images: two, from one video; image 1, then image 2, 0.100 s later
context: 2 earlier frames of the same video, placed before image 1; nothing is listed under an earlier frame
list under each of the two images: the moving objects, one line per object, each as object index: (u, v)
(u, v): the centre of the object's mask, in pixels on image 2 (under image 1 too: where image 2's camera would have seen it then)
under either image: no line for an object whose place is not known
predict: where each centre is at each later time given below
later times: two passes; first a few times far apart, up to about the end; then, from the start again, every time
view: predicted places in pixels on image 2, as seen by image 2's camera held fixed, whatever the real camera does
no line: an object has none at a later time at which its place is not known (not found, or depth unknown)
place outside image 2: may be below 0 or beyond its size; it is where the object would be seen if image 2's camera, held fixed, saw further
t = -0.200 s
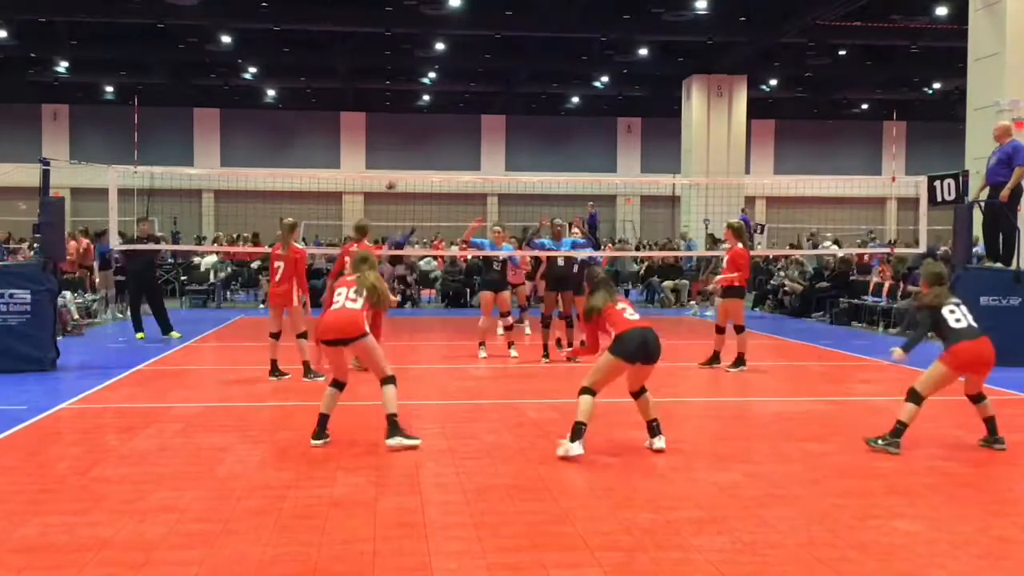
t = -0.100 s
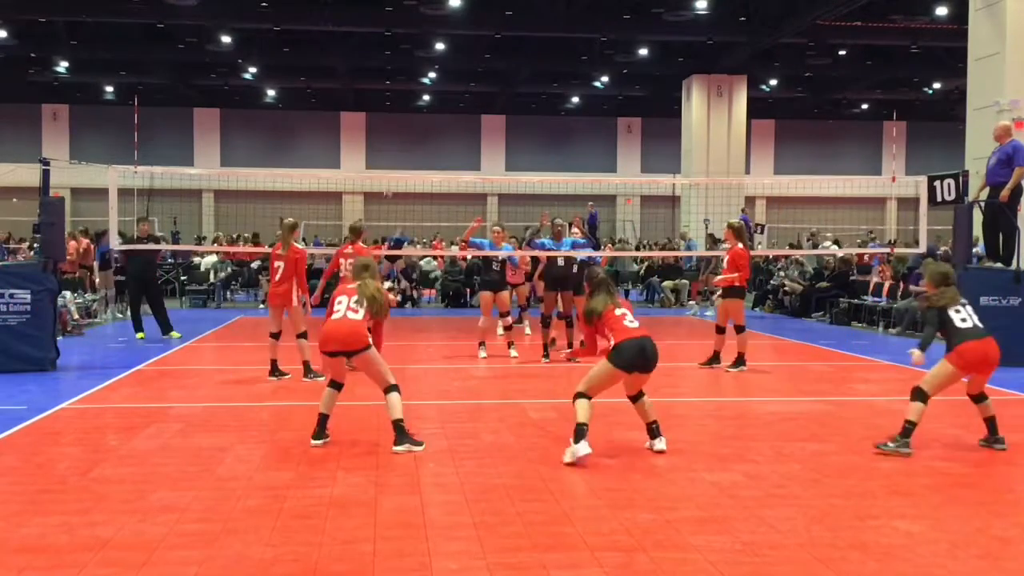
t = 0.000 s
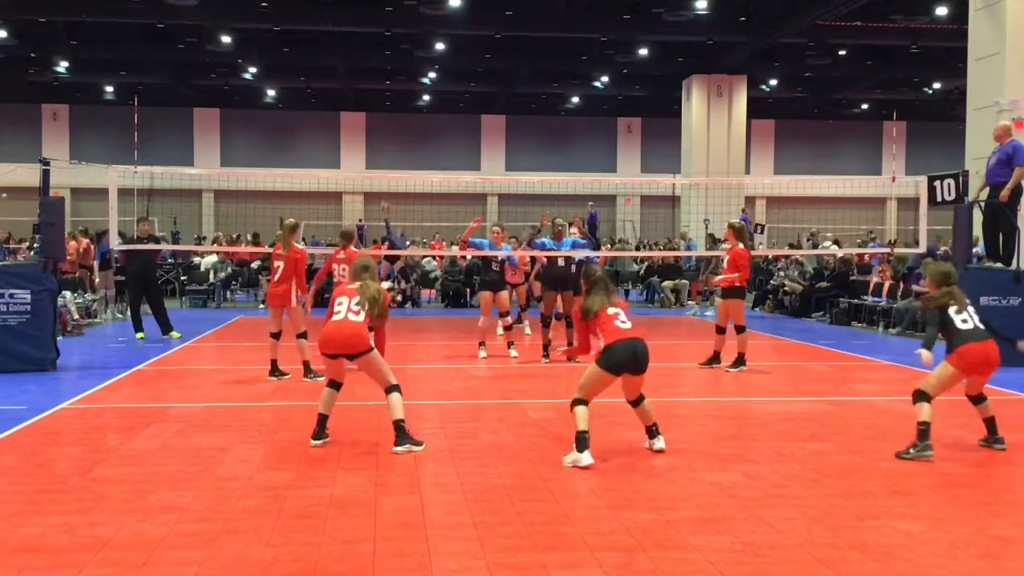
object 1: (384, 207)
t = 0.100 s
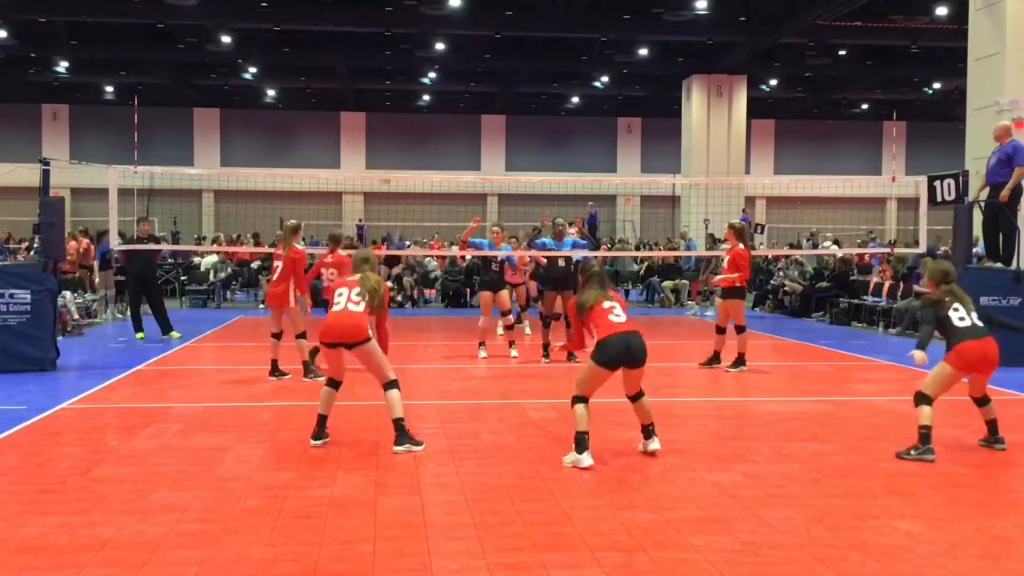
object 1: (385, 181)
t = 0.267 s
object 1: (386, 126)
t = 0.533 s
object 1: (380, 59)
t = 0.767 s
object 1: (378, 21)
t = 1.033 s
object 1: (378, 34)
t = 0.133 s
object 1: (386, 166)
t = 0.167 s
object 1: (387, 155)
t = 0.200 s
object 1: (387, 146)
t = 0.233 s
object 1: (386, 136)
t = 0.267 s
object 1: (386, 126)
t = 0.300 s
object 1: (386, 117)
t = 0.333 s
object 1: (385, 107)
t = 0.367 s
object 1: (384, 99)
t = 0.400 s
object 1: (383, 91)
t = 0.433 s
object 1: (382, 82)
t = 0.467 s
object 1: (381, 75)
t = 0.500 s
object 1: (381, 67)
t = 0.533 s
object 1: (380, 59)
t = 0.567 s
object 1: (380, 52)
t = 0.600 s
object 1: (380, 45)
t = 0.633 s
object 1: (379, 39)
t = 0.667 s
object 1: (379, 33)
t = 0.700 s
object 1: (379, 28)
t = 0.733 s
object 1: (379, 24)
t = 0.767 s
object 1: (378, 21)
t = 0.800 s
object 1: (378, 19)
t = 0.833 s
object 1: (378, 18)
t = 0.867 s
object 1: (377, 18)
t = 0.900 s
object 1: (377, 18)
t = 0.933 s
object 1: (377, 20)
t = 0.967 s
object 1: (377, 23)
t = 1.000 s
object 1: (377, 28)
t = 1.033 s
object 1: (378, 34)
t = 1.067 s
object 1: (378, 42)
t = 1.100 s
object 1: (379, 52)
